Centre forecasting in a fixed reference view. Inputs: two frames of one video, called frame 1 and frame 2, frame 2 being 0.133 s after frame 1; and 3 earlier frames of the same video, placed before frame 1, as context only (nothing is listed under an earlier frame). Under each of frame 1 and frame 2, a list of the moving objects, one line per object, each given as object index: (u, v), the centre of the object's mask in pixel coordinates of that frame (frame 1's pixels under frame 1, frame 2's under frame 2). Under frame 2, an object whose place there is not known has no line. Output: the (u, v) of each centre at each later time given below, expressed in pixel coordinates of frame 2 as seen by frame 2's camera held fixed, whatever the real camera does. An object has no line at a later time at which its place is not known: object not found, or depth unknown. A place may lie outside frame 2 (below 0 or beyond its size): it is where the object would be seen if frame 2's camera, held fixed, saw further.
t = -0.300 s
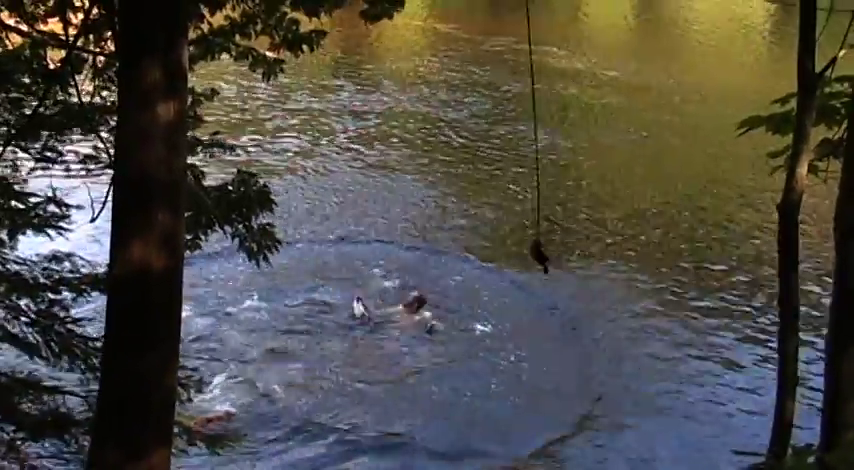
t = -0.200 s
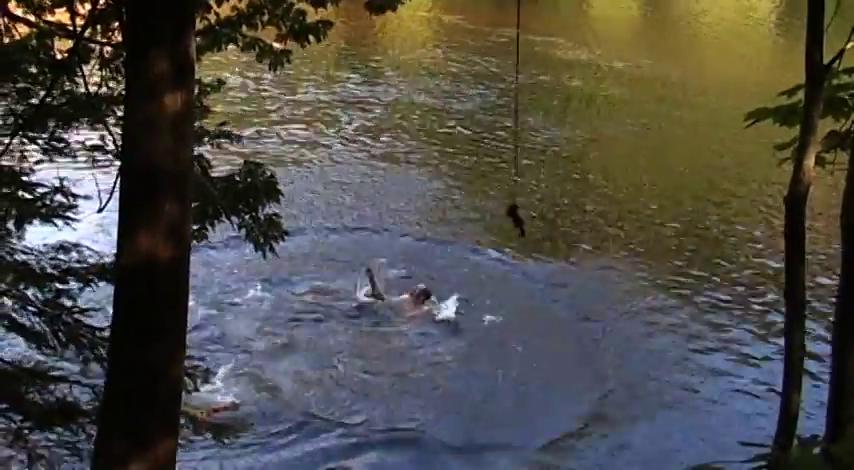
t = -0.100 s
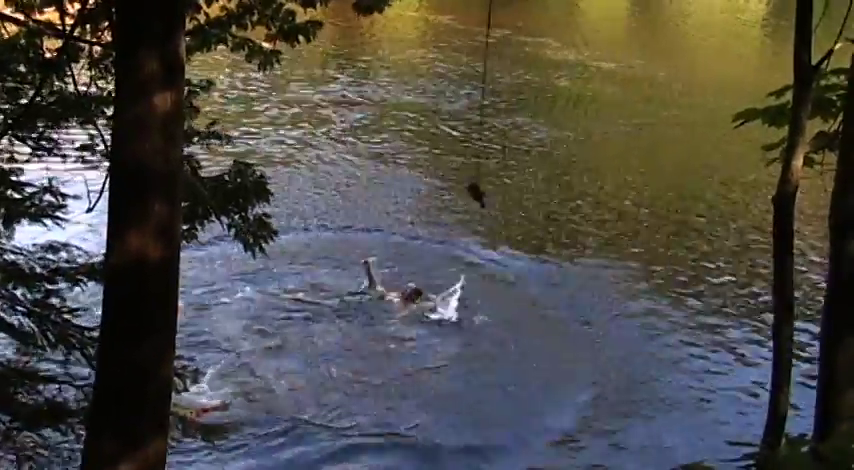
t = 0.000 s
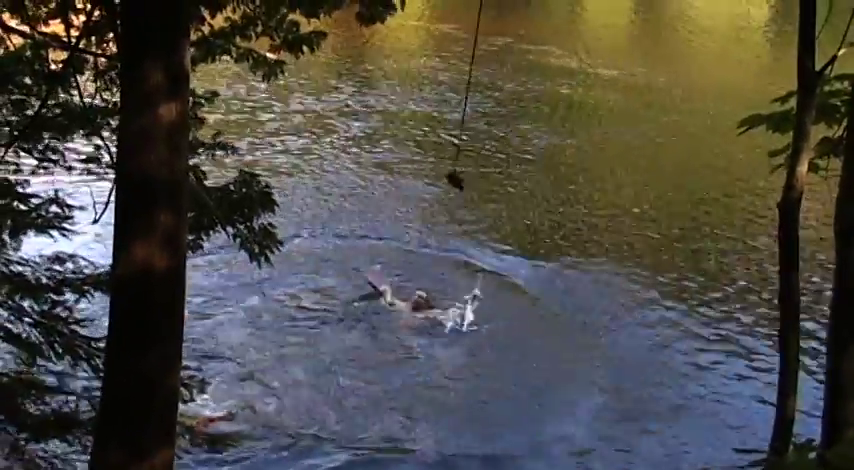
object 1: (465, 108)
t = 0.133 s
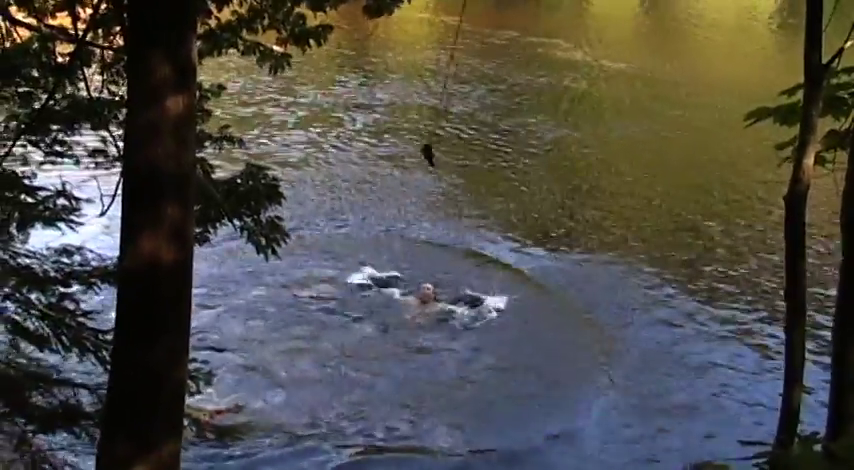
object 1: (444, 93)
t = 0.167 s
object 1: (436, 89)
